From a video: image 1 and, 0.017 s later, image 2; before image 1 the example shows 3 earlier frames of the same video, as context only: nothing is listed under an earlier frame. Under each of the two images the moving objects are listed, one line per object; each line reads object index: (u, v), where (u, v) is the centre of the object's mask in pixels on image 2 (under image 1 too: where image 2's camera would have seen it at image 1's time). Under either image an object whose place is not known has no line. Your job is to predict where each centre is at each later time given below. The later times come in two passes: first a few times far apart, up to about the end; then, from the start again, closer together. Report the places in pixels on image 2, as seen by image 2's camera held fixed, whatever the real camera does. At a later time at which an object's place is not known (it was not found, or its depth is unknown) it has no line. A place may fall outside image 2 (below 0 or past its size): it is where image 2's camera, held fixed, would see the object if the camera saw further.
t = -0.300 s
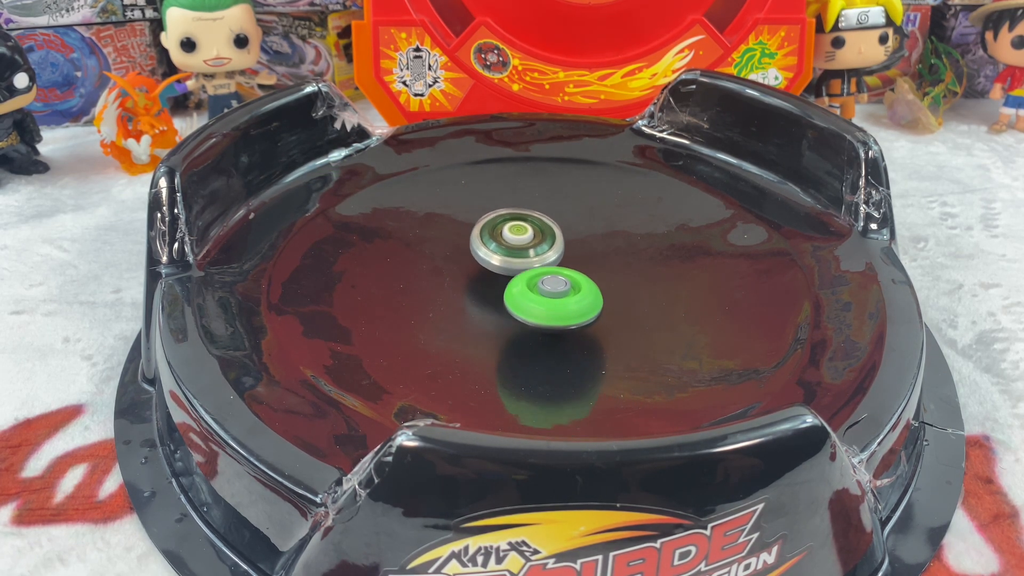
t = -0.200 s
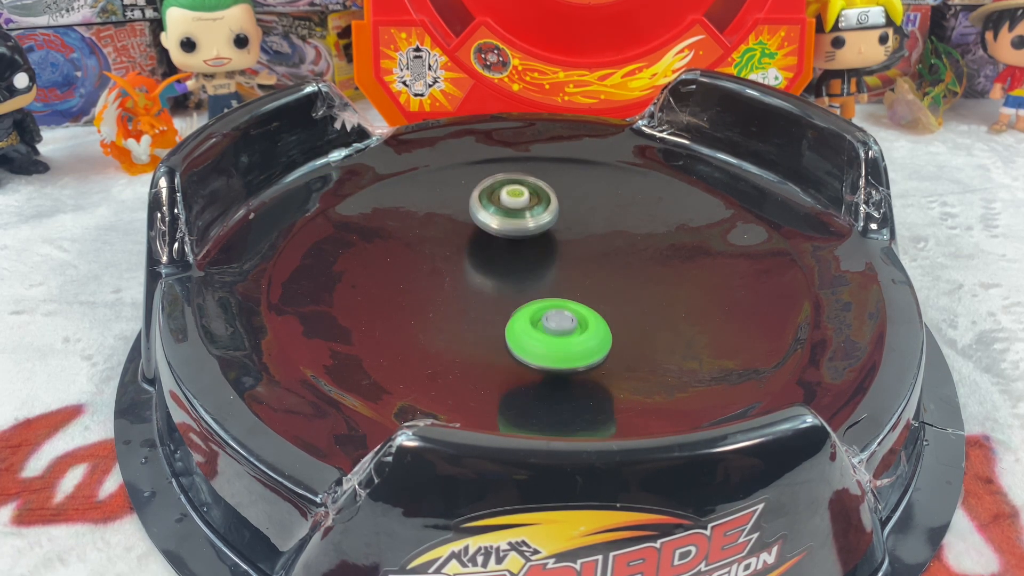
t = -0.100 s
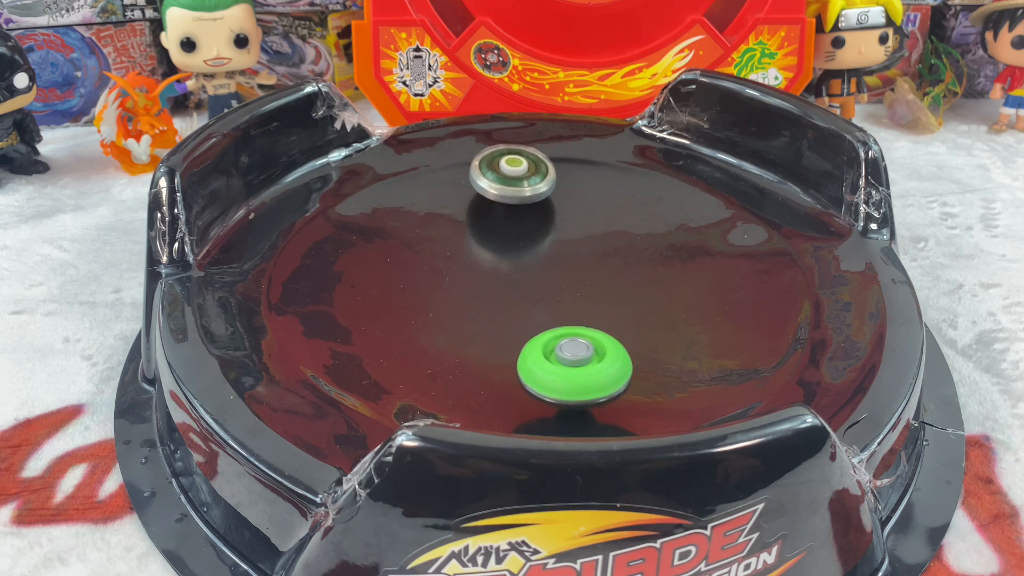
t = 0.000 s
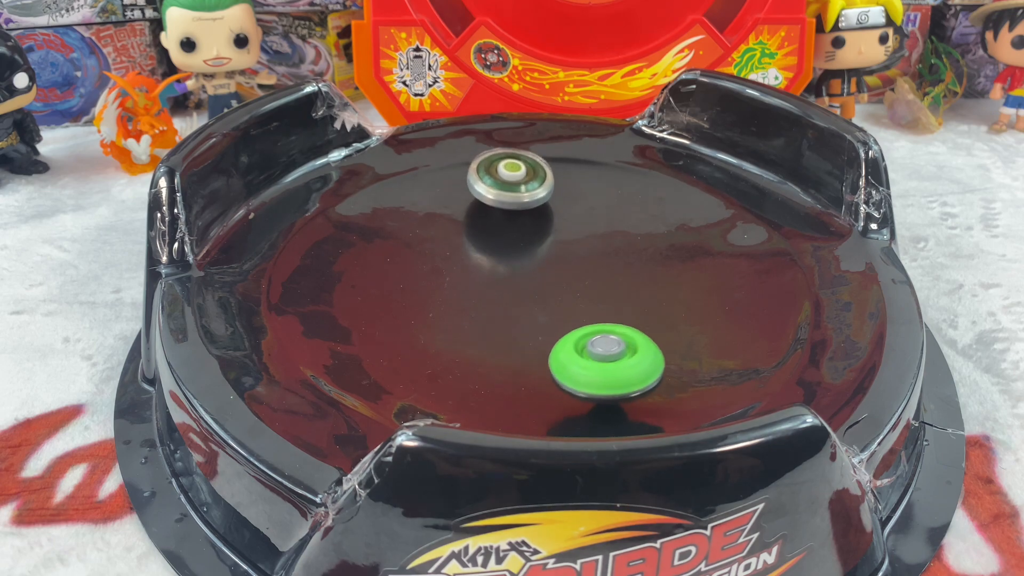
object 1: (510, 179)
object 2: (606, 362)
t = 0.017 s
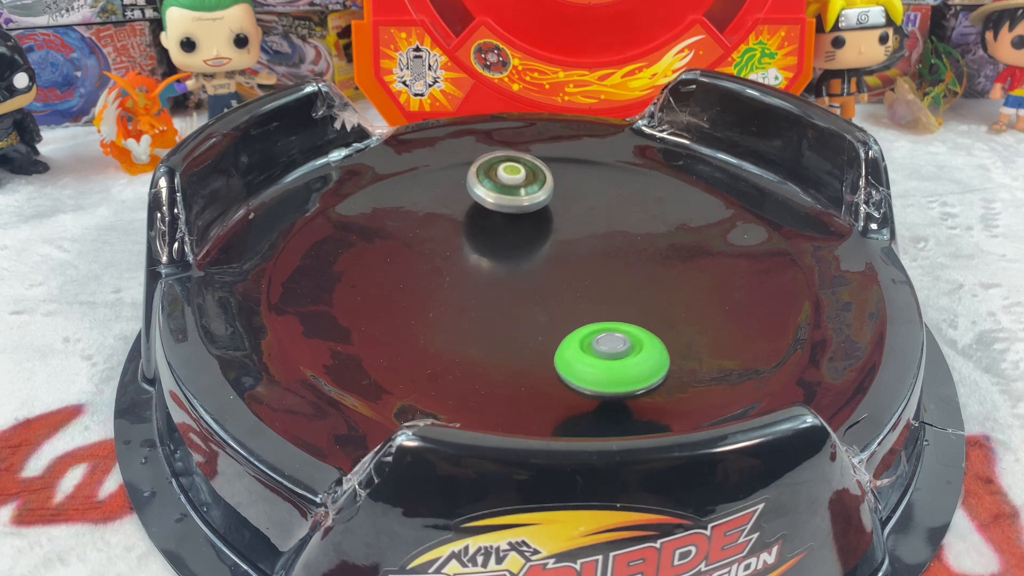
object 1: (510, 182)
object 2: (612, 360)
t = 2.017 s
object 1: (585, 317)
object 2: (493, 280)
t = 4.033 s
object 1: (526, 316)
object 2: (562, 254)
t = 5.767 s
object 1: (602, 307)
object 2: (506, 277)
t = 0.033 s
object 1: (510, 186)
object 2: (617, 357)
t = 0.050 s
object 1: (510, 190)
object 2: (621, 355)
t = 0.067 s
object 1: (509, 195)
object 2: (624, 351)
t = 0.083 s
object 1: (509, 200)
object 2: (628, 348)
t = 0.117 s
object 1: (510, 211)
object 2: (632, 342)
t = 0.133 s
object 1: (510, 217)
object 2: (633, 338)
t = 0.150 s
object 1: (511, 223)
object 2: (634, 335)
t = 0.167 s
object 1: (512, 229)
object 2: (634, 331)
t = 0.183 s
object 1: (514, 235)
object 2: (634, 327)
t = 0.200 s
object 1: (515, 241)
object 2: (633, 324)
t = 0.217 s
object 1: (517, 247)
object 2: (632, 320)
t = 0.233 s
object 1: (519, 253)
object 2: (630, 317)
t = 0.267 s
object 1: (523, 264)
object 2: (625, 309)
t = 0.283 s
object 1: (525, 270)
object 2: (623, 306)
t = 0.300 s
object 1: (527, 275)
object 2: (620, 302)
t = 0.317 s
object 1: (525, 277)
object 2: (623, 301)
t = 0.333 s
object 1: (520, 277)
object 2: (629, 302)
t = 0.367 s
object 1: (509, 277)
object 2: (638, 301)
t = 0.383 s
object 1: (505, 277)
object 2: (640, 300)
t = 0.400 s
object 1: (501, 277)
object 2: (641, 299)
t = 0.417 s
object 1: (499, 278)
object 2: (641, 297)
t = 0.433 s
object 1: (496, 278)
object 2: (639, 295)
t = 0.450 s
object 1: (495, 278)
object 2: (637, 292)
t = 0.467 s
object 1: (494, 278)
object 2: (635, 289)
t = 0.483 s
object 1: (494, 279)
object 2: (632, 286)
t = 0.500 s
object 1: (494, 279)
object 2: (629, 284)
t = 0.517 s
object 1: (496, 280)
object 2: (626, 281)
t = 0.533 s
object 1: (497, 280)
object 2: (623, 278)
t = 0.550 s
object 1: (499, 281)
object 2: (620, 276)
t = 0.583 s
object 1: (503, 282)
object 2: (612, 272)
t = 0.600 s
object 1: (506, 283)
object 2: (609, 270)
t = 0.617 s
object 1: (508, 284)
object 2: (605, 268)
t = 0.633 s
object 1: (502, 285)
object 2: (609, 265)
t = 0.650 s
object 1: (496, 285)
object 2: (613, 262)
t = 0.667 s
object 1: (490, 285)
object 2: (616, 259)
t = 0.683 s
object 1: (486, 286)
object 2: (618, 257)
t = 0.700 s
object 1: (482, 286)
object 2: (618, 254)
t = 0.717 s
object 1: (480, 287)
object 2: (617, 252)
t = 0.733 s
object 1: (479, 287)
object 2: (615, 250)
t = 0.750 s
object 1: (479, 288)
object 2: (612, 248)
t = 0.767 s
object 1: (479, 288)
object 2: (608, 246)
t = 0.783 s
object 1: (480, 289)
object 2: (605, 244)
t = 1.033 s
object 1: (513, 300)
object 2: (540, 231)
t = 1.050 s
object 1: (515, 301)
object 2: (537, 231)
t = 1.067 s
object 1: (517, 301)
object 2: (533, 231)
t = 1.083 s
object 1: (519, 302)
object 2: (529, 232)
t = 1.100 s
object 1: (521, 302)
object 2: (525, 232)
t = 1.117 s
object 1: (523, 303)
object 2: (521, 233)
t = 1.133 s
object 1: (524, 303)
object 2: (518, 234)
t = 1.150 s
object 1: (526, 304)
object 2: (515, 235)
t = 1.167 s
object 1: (528, 304)
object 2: (512, 237)
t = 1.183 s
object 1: (530, 305)
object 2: (509, 238)
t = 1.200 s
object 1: (531, 305)
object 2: (506, 240)
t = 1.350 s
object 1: (544, 308)
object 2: (490, 254)
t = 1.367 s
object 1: (546, 308)
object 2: (489, 255)
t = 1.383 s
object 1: (547, 308)
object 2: (488, 257)
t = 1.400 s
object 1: (552, 312)
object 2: (485, 255)
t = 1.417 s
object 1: (556, 314)
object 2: (483, 255)
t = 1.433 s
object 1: (560, 317)
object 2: (481, 254)
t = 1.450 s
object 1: (563, 318)
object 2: (480, 254)
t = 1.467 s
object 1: (565, 320)
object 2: (479, 254)
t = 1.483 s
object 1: (567, 320)
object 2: (479, 255)
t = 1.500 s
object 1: (568, 321)
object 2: (479, 256)
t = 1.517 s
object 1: (569, 321)
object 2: (478, 257)
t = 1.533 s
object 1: (570, 321)
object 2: (478, 258)
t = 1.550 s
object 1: (570, 321)
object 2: (478, 259)
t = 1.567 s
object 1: (571, 320)
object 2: (478, 261)
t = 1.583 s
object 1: (571, 320)
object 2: (478, 262)
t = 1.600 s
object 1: (571, 319)
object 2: (478, 264)
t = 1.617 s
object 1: (571, 319)
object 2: (479, 265)
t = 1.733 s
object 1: (570, 315)
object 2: (486, 275)
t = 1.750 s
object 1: (570, 314)
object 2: (487, 277)
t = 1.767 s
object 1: (572, 315)
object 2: (486, 277)
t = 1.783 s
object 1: (574, 315)
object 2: (487, 277)
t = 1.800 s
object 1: (574, 315)
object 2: (487, 278)
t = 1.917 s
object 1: (583, 317)
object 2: (488, 279)
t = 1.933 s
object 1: (583, 317)
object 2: (489, 279)
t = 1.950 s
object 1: (583, 317)
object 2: (490, 279)
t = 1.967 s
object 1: (583, 317)
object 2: (492, 280)
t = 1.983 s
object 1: (583, 316)
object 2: (494, 281)
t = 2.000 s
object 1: (583, 316)
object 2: (495, 281)
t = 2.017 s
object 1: (585, 317)
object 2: (493, 280)
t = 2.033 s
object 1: (588, 317)
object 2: (492, 278)
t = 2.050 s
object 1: (590, 318)
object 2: (491, 277)
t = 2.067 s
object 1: (592, 318)
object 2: (490, 276)
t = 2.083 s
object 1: (593, 318)
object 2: (490, 276)
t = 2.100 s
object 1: (593, 317)
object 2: (491, 276)
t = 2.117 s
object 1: (592, 317)
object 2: (492, 276)
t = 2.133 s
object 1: (592, 317)
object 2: (493, 276)
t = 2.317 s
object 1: (586, 314)
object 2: (500, 271)
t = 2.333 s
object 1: (585, 313)
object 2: (501, 270)
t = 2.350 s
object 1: (584, 313)
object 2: (502, 270)
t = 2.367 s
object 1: (583, 313)
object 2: (504, 270)
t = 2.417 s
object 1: (580, 312)
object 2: (507, 268)
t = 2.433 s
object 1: (580, 312)
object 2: (508, 267)
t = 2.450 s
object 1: (579, 312)
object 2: (509, 267)
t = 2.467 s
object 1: (579, 312)
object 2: (510, 266)
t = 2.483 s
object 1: (581, 314)
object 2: (509, 263)
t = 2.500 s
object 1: (585, 317)
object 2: (506, 258)
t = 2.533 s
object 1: (590, 321)
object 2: (502, 250)
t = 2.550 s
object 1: (592, 322)
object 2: (501, 248)
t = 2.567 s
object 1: (593, 323)
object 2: (500, 245)
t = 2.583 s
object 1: (593, 324)
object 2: (500, 243)
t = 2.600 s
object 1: (592, 324)
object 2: (500, 242)
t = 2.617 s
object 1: (592, 324)
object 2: (500, 241)
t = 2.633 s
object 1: (591, 323)
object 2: (500, 240)
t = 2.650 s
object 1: (591, 323)
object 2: (499, 240)
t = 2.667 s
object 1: (589, 322)
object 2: (500, 240)
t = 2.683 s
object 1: (588, 321)
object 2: (500, 239)
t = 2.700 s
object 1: (587, 321)
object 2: (500, 239)
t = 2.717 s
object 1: (586, 320)
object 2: (501, 239)
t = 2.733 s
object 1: (585, 319)
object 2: (501, 239)
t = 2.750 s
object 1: (583, 318)
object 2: (502, 239)
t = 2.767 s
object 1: (582, 317)
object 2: (502, 239)
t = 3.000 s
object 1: (562, 306)
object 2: (525, 246)
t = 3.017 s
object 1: (561, 305)
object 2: (527, 247)
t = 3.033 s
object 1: (560, 305)
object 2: (530, 247)
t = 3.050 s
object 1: (559, 306)
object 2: (532, 246)
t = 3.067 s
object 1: (559, 308)
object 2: (533, 245)
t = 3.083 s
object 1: (559, 309)
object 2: (536, 244)
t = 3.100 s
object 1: (558, 309)
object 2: (538, 243)
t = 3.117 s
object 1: (558, 310)
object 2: (540, 243)
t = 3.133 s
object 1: (557, 310)
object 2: (542, 243)
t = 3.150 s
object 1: (556, 310)
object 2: (544, 243)
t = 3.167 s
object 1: (555, 309)
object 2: (546, 243)
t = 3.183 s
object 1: (555, 309)
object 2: (548, 244)
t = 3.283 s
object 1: (550, 306)
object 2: (557, 245)
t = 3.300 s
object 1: (550, 305)
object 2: (559, 246)
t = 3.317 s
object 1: (549, 304)
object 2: (560, 246)
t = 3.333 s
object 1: (546, 307)
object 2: (564, 243)
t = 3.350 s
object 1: (543, 311)
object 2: (567, 239)
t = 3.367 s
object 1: (540, 315)
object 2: (570, 236)
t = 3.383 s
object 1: (537, 317)
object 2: (572, 233)
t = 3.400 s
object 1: (535, 320)
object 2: (574, 231)
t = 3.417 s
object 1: (533, 321)
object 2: (575, 229)
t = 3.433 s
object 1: (531, 323)
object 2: (575, 229)
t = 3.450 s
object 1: (529, 323)
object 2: (575, 228)
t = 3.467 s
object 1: (528, 323)
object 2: (575, 228)
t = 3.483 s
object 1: (528, 323)
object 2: (575, 228)
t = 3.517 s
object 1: (528, 322)
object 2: (574, 228)
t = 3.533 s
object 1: (528, 322)
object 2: (573, 229)
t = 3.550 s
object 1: (528, 321)
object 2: (572, 230)
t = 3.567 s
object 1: (529, 320)
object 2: (571, 230)
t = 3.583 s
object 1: (529, 319)
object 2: (570, 231)
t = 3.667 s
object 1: (531, 315)
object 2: (566, 237)
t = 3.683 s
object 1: (531, 315)
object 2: (565, 238)
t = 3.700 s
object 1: (531, 314)
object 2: (564, 239)
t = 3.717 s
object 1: (532, 313)
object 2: (564, 241)
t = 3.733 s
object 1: (532, 312)
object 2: (563, 242)
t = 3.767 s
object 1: (533, 311)
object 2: (562, 246)
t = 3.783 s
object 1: (533, 310)
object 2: (562, 247)
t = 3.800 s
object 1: (534, 309)
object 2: (561, 249)
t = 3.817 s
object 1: (534, 309)
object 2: (561, 250)
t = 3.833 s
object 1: (534, 310)
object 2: (562, 251)
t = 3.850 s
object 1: (531, 312)
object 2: (563, 250)
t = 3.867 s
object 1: (529, 314)
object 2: (565, 248)
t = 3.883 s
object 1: (527, 316)
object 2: (566, 247)
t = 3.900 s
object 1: (525, 318)
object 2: (567, 247)
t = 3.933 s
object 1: (524, 319)
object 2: (567, 247)
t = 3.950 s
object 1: (524, 319)
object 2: (567, 249)
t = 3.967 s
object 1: (524, 319)
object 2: (566, 249)
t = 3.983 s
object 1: (524, 318)
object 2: (565, 251)
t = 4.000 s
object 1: (525, 318)
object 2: (564, 252)
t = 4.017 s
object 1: (525, 317)
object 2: (563, 253)
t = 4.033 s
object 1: (526, 316)
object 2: (562, 254)
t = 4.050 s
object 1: (527, 315)
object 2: (561, 255)
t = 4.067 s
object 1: (528, 315)
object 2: (560, 256)
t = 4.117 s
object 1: (527, 316)
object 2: (560, 256)
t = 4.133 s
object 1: (526, 317)
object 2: (560, 256)
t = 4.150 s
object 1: (526, 317)
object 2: (559, 256)
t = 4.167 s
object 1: (527, 317)
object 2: (559, 257)
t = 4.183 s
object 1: (527, 317)
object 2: (558, 257)
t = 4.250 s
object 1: (527, 317)
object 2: (554, 258)
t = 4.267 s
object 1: (527, 317)
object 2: (553, 258)
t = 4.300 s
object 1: (524, 321)
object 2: (553, 255)
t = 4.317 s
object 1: (521, 326)
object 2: (556, 250)
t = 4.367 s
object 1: (513, 338)
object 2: (559, 237)
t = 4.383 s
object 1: (511, 340)
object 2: (559, 233)
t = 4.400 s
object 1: (510, 342)
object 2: (559, 231)
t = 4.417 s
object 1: (511, 343)
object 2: (557, 230)
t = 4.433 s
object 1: (511, 344)
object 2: (555, 229)
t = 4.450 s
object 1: (513, 343)
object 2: (552, 228)
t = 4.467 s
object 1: (514, 343)
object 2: (549, 228)
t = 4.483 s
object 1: (516, 342)
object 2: (546, 227)
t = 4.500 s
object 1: (518, 341)
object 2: (543, 227)
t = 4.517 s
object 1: (521, 340)
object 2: (540, 227)
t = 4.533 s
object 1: (523, 339)
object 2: (537, 228)
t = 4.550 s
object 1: (526, 337)
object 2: (534, 228)
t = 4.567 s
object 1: (529, 335)
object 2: (531, 228)
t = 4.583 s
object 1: (532, 333)
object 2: (528, 229)
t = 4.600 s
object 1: (534, 331)
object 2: (526, 229)
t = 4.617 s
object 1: (536, 328)
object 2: (523, 231)
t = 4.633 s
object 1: (539, 326)
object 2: (521, 231)
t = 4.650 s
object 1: (541, 323)
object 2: (518, 232)
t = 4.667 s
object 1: (543, 321)
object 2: (516, 233)
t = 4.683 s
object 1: (545, 319)
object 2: (514, 235)
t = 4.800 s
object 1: (553, 305)
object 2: (504, 246)
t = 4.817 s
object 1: (553, 304)
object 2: (503, 247)
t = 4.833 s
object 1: (553, 303)
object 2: (502, 249)
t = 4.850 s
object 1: (554, 303)
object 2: (501, 250)
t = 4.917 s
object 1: (558, 304)
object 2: (497, 252)
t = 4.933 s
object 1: (558, 304)
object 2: (497, 253)
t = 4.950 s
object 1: (559, 304)
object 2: (496, 254)
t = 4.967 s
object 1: (561, 306)
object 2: (494, 254)
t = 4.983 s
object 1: (567, 310)
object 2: (490, 250)
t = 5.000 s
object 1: (572, 314)
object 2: (486, 247)
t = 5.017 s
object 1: (576, 317)
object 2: (483, 244)
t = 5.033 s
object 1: (580, 319)
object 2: (480, 242)
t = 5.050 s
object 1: (583, 321)
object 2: (478, 241)
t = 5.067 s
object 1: (585, 323)
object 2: (476, 241)
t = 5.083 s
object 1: (587, 324)
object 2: (475, 241)
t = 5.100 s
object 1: (588, 324)
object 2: (474, 242)
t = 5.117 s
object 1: (589, 324)
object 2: (472, 242)
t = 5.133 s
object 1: (590, 324)
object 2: (471, 243)
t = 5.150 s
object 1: (590, 323)
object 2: (470, 245)
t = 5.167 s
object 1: (590, 323)
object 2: (470, 246)
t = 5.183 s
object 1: (590, 322)
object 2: (469, 247)
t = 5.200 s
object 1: (590, 321)
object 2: (469, 248)
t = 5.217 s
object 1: (590, 320)
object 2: (469, 250)
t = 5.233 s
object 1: (590, 319)
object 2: (469, 251)
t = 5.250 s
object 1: (590, 318)
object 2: (469, 253)
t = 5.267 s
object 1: (589, 317)
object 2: (470, 254)
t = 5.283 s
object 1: (588, 316)
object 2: (470, 256)
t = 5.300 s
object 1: (588, 315)
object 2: (472, 257)
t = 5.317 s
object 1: (587, 314)
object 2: (473, 259)
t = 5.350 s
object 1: (586, 312)
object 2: (476, 262)
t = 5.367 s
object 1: (585, 311)
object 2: (478, 263)
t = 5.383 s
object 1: (585, 310)
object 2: (480, 265)
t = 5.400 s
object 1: (584, 310)
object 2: (482, 267)
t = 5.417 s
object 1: (583, 309)
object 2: (484, 268)
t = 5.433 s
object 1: (583, 308)
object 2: (486, 270)
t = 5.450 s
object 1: (582, 307)
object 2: (488, 271)
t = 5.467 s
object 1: (581, 306)
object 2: (490, 272)
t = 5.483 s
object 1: (581, 306)
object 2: (492, 273)
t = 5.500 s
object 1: (583, 306)
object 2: (493, 274)
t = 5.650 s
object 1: (598, 309)
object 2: (497, 273)
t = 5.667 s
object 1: (599, 309)
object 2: (498, 274)
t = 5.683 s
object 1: (599, 308)
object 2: (499, 274)
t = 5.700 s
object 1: (599, 308)
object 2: (501, 275)
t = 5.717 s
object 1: (599, 308)
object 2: (503, 276)
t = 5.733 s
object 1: (599, 307)
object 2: (504, 276)
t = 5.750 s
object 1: (599, 307)
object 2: (506, 277)
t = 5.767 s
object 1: (602, 307)
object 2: (506, 277)
